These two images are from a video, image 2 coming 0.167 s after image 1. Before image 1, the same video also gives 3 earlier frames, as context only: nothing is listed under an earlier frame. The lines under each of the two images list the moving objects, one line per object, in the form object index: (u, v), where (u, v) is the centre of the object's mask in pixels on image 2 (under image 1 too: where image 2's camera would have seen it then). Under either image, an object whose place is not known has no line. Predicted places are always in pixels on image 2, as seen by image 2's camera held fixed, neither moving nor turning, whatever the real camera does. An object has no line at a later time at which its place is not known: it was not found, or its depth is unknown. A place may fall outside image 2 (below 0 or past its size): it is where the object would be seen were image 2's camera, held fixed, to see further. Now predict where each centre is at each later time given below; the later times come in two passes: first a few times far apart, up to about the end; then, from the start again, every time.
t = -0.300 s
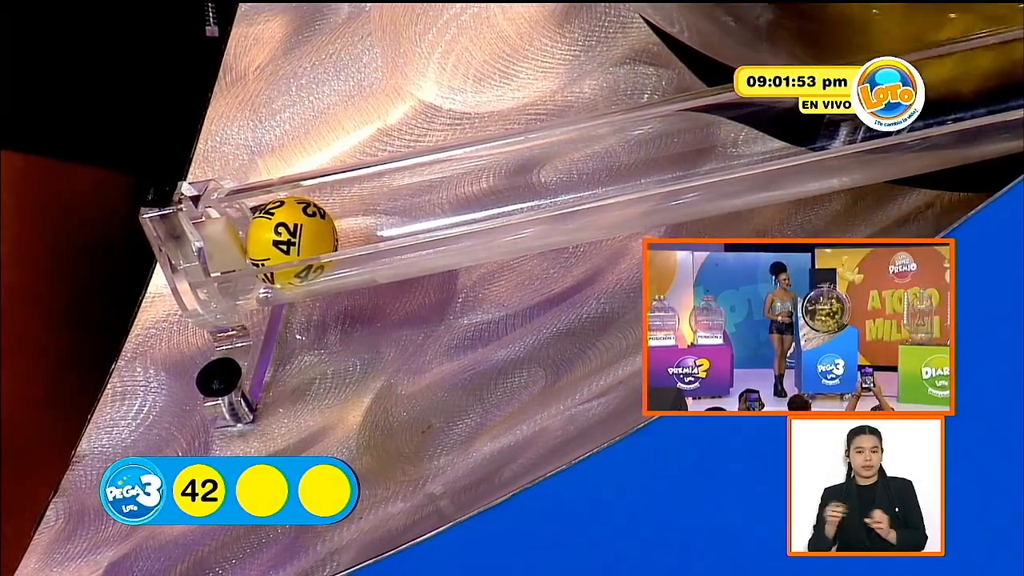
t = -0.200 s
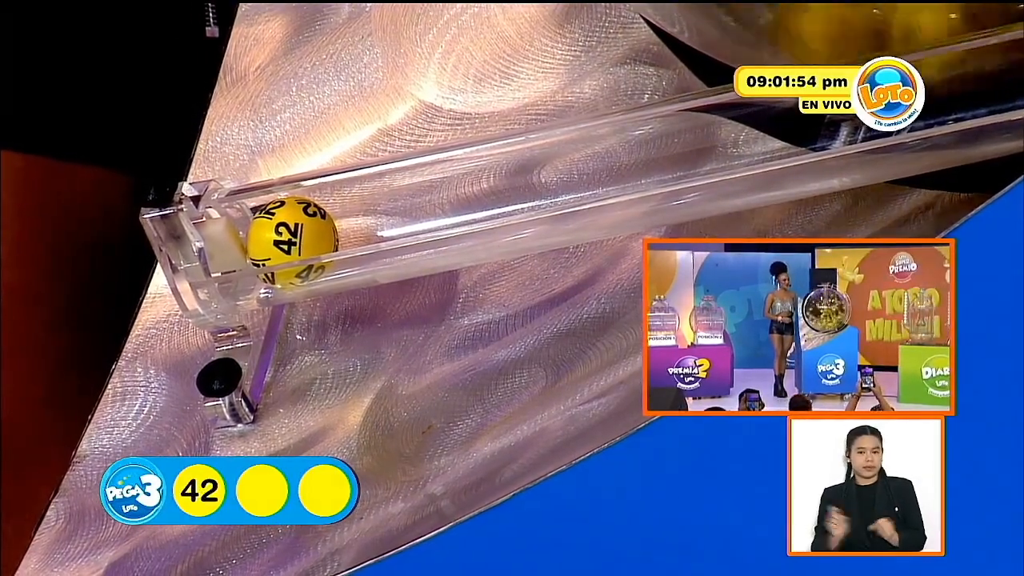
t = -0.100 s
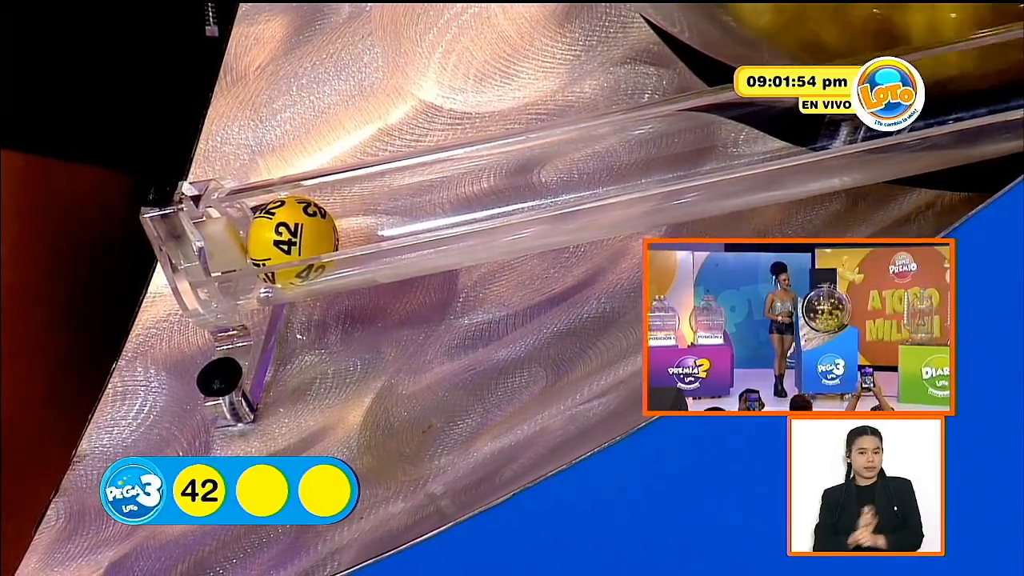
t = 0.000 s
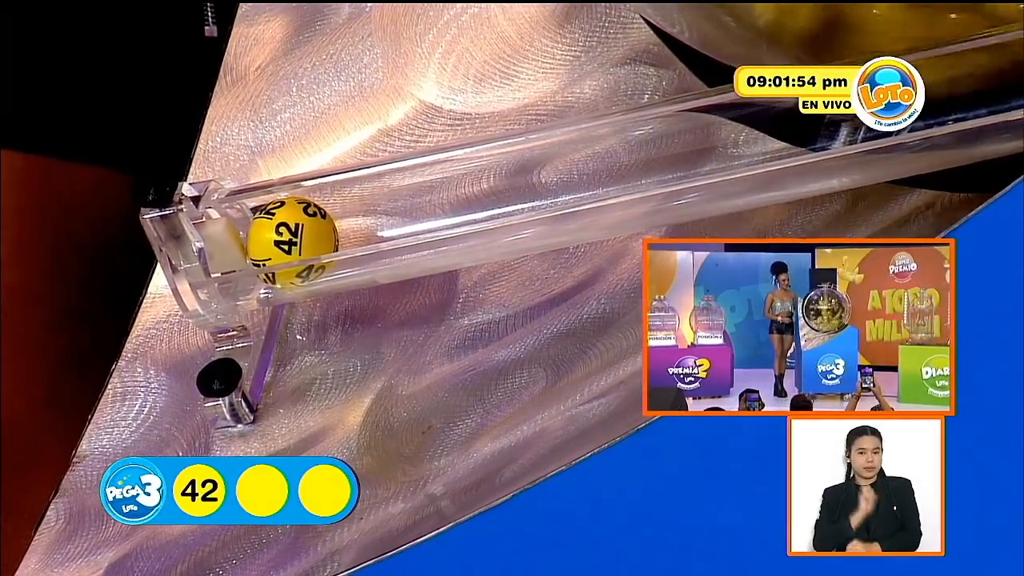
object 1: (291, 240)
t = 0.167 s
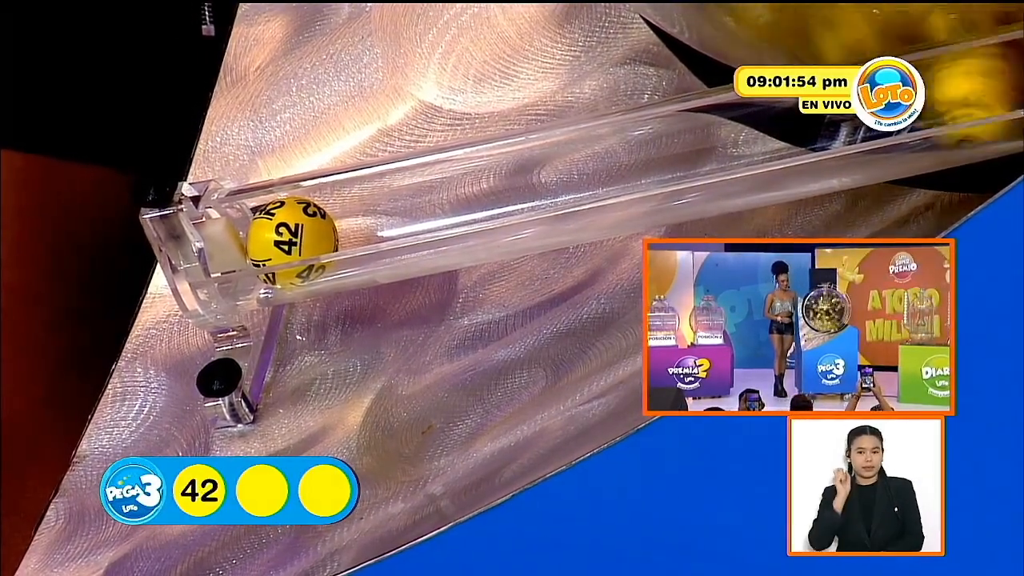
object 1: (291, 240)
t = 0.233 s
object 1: (291, 240)
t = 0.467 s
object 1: (291, 240)
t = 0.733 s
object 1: (290, 232)
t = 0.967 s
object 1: (289, 240)
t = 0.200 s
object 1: (291, 240)
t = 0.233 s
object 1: (291, 240)
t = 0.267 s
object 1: (291, 240)
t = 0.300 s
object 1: (291, 240)
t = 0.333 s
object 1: (291, 240)
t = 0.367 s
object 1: (291, 240)
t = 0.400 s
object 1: (291, 240)
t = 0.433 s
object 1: (291, 240)
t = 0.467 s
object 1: (291, 240)
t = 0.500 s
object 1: (291, 240)
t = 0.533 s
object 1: (290, 232)
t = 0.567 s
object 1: (302, 228)
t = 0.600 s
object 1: (304, 227)
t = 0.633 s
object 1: (304, 228)
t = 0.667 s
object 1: (301, 229)
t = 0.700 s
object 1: (295, 231)
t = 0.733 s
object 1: (290, 232)
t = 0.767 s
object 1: (288, 232)
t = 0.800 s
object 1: (287, 232)
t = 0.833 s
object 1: (289, 240)
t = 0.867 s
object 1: (289, 240)
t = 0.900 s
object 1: (289, 240)
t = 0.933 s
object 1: (289, 240)
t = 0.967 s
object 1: (289, 240)
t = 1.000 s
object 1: (289, 240)
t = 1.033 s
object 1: (288, 240)
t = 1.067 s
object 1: (289, 240)
